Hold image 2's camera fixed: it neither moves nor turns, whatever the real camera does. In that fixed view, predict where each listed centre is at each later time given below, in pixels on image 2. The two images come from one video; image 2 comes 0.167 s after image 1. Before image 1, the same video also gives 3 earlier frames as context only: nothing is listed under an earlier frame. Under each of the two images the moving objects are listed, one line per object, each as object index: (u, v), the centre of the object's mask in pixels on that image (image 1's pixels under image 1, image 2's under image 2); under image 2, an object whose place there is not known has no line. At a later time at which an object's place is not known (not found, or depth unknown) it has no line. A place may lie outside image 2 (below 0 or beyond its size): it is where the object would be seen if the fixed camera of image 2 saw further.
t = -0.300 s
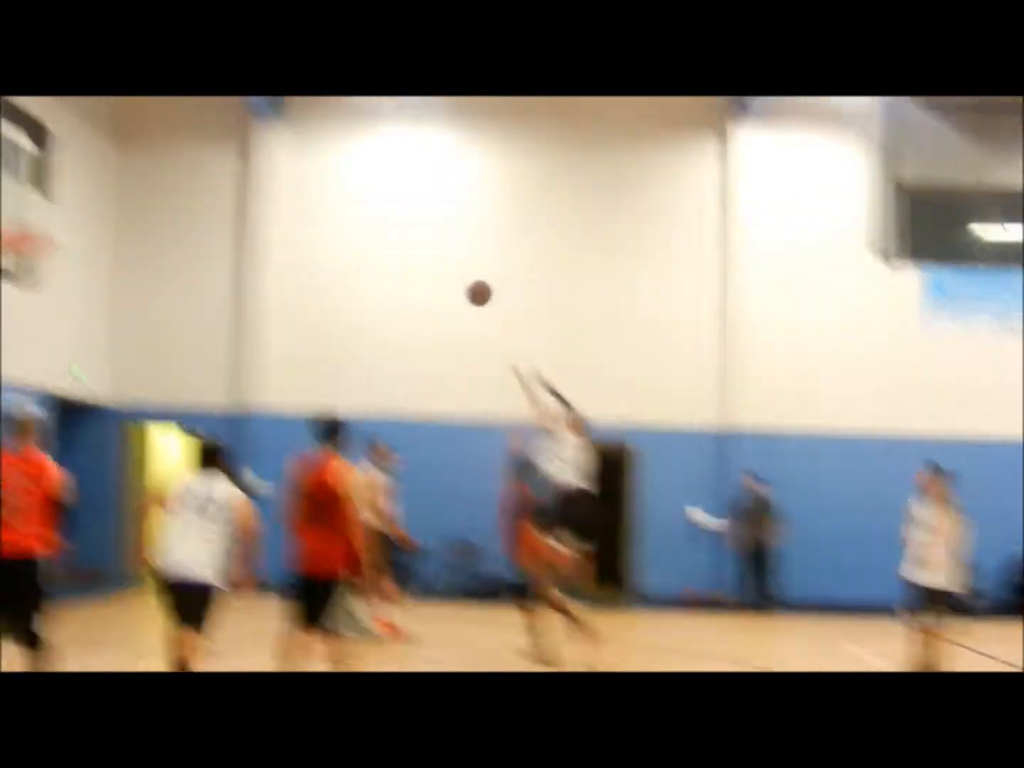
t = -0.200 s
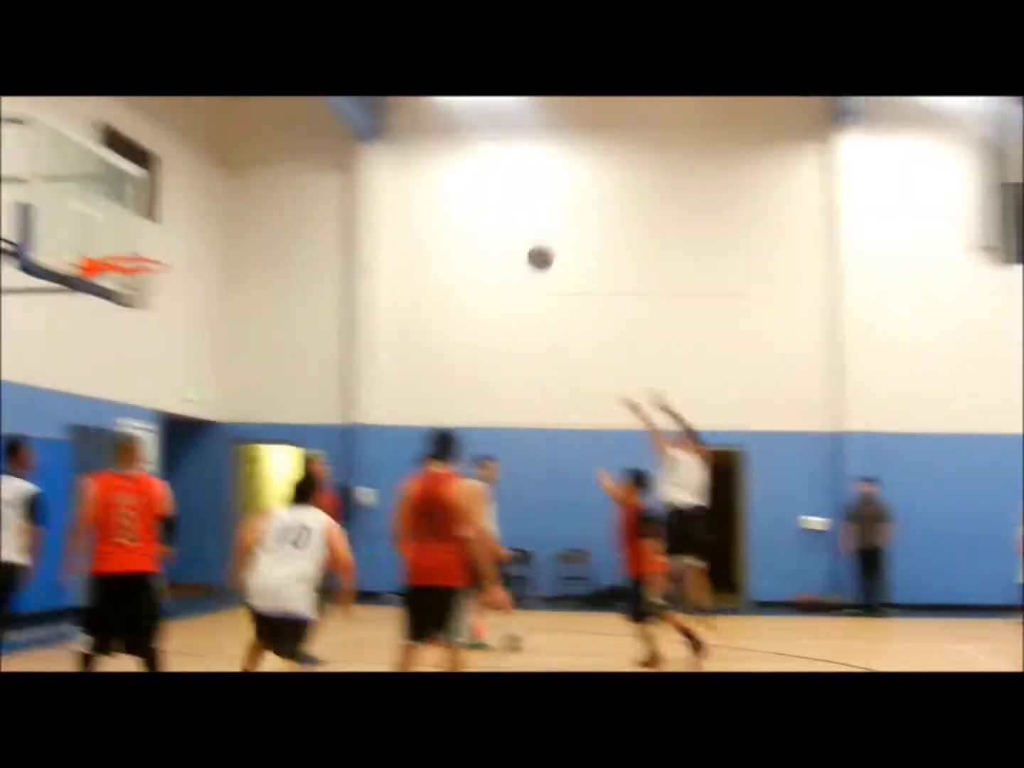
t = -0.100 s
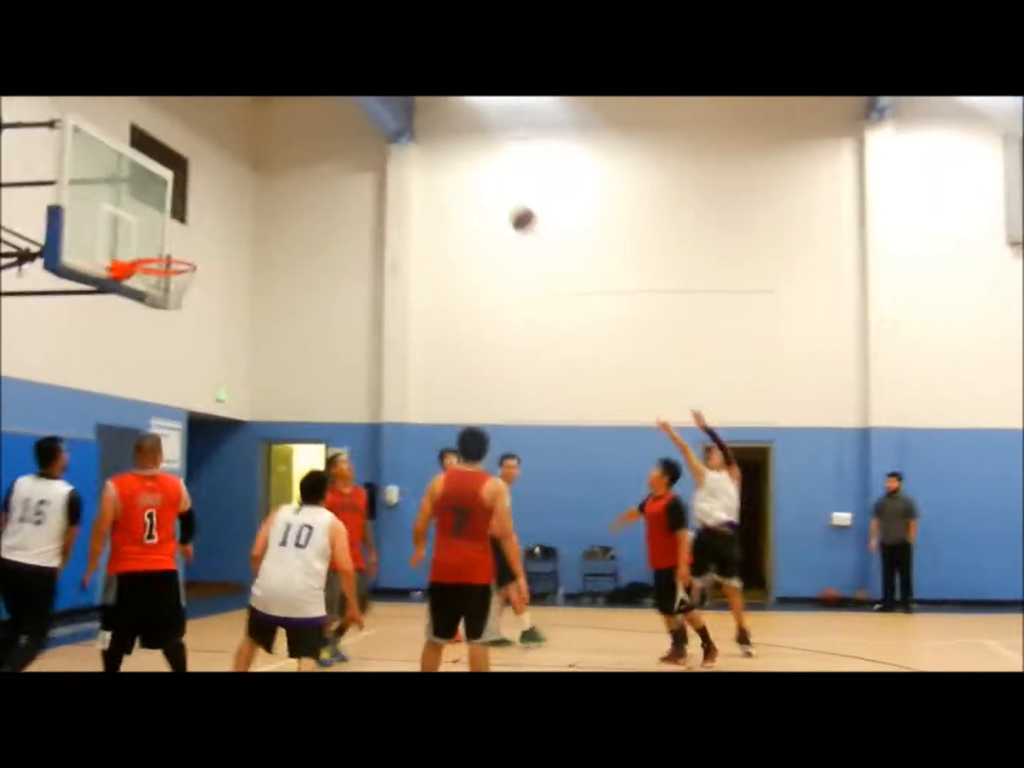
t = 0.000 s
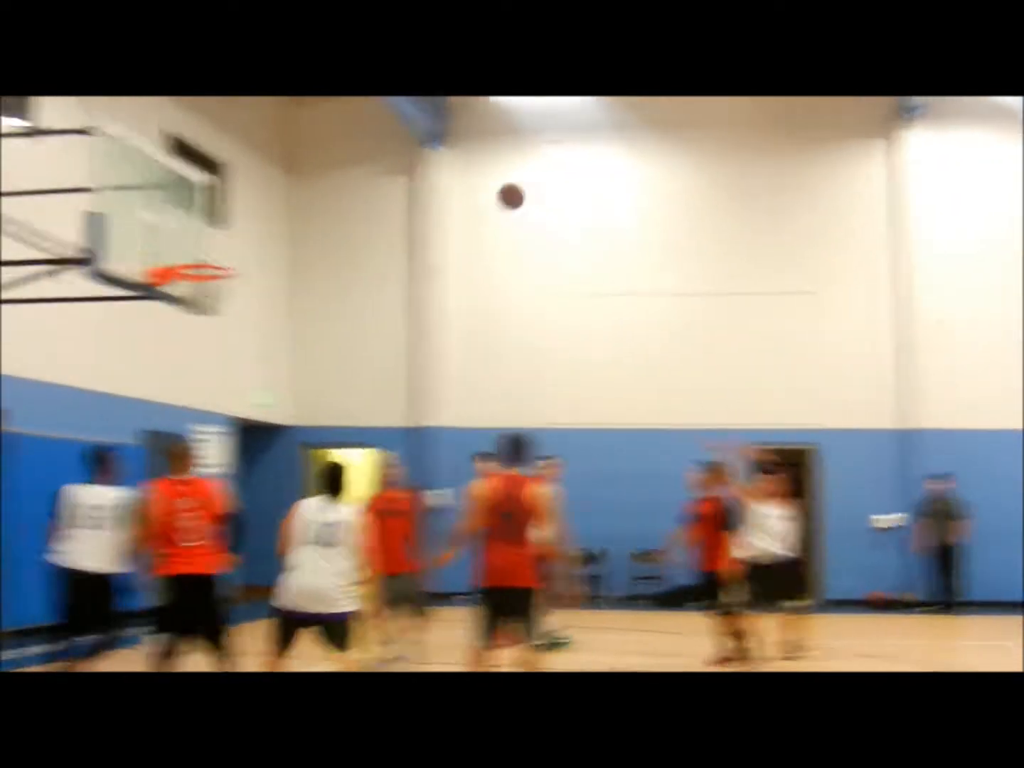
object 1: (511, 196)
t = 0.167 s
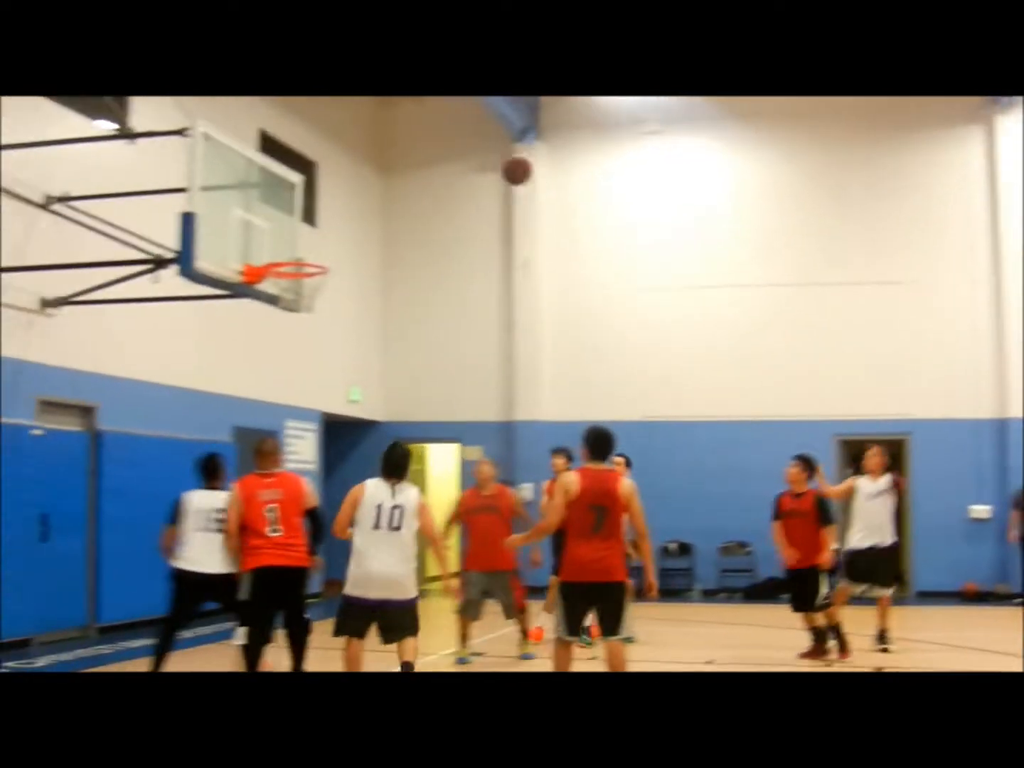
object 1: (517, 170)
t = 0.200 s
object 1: (498, 171)
